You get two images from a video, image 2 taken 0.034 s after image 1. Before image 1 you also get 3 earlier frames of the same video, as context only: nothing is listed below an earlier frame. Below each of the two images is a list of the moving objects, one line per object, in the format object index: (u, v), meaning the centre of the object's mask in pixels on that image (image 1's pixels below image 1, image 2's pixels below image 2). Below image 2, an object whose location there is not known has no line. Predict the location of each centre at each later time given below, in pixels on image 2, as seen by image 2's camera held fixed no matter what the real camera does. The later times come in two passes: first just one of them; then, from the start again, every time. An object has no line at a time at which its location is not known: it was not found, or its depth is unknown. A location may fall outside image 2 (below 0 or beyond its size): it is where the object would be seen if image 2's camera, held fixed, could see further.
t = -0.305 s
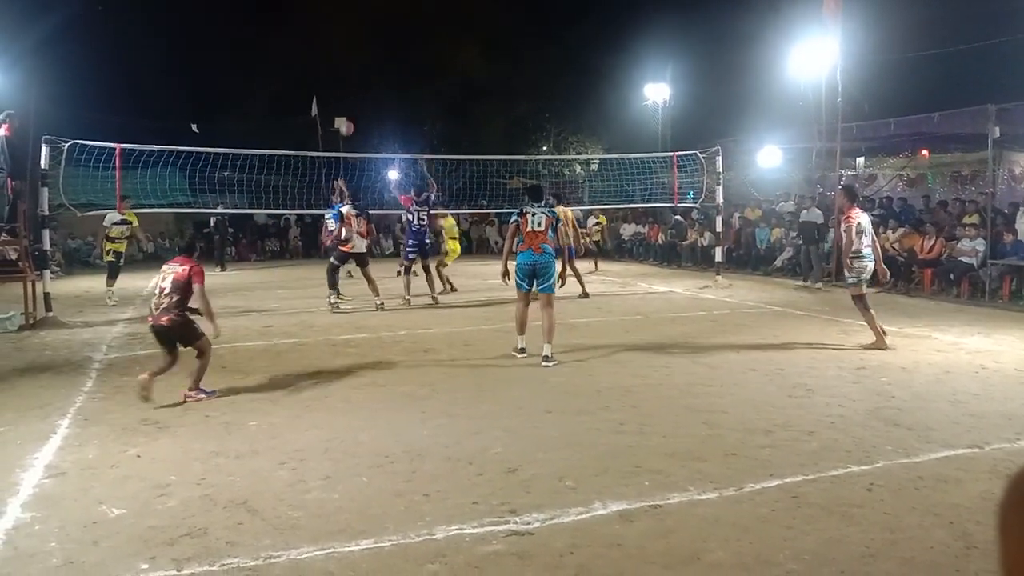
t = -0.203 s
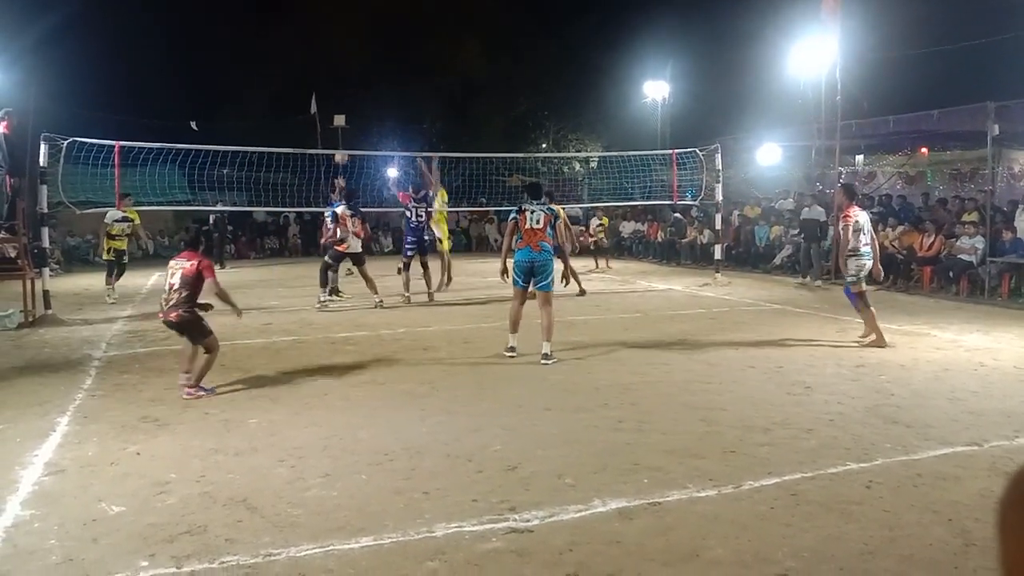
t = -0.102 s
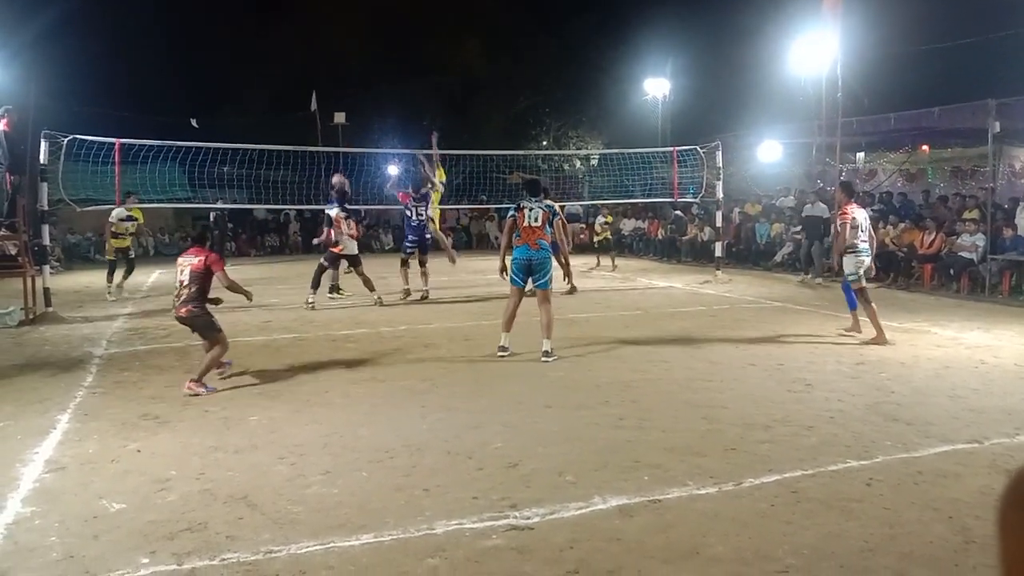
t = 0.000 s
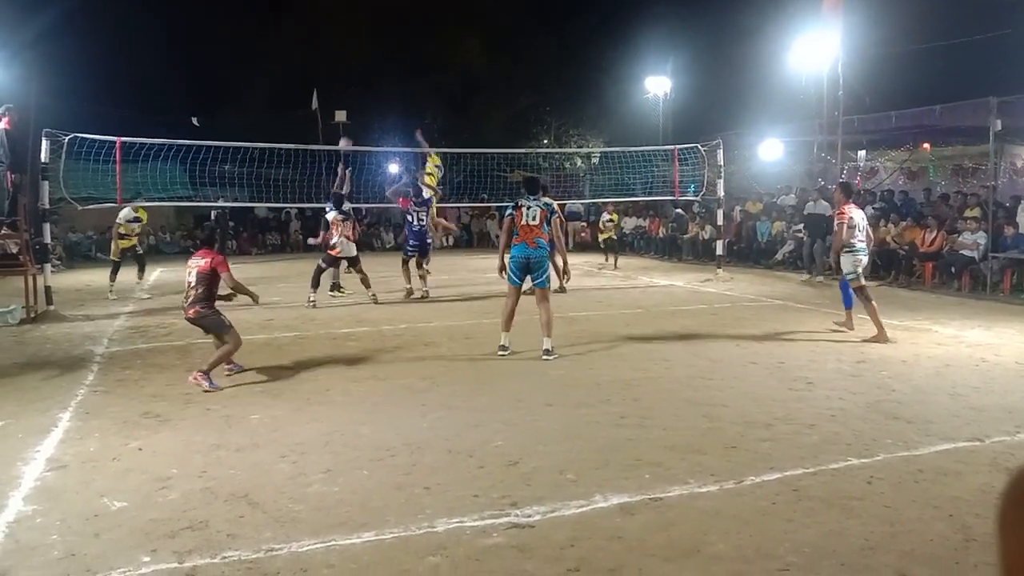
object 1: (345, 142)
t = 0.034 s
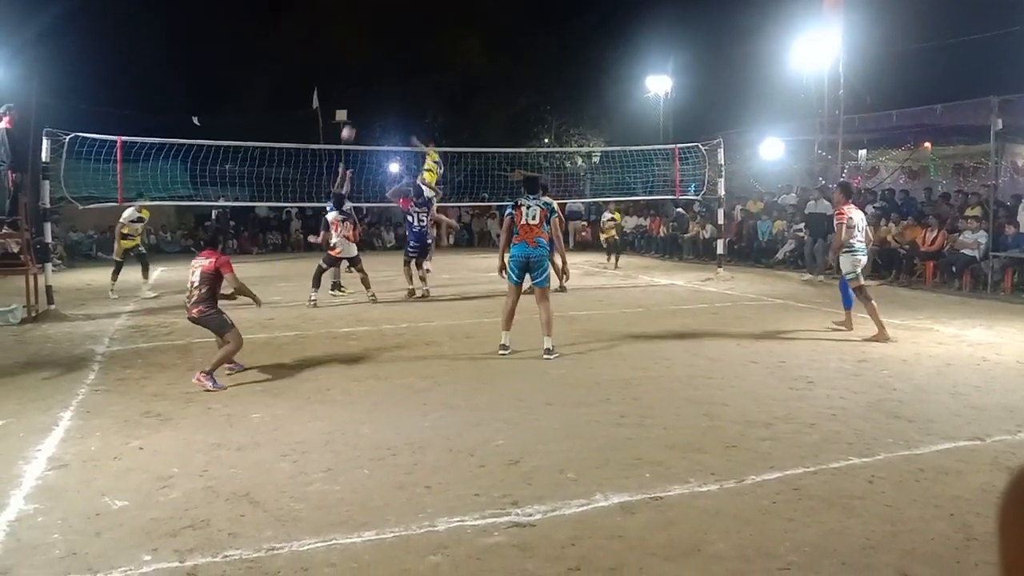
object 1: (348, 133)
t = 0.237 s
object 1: (364, 81)
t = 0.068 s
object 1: (351, 123)
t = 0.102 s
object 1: (353, 113)
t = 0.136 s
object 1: (356, 104)
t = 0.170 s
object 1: (359, 95)
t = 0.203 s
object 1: (362, 88)
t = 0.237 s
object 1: (364, 81)
